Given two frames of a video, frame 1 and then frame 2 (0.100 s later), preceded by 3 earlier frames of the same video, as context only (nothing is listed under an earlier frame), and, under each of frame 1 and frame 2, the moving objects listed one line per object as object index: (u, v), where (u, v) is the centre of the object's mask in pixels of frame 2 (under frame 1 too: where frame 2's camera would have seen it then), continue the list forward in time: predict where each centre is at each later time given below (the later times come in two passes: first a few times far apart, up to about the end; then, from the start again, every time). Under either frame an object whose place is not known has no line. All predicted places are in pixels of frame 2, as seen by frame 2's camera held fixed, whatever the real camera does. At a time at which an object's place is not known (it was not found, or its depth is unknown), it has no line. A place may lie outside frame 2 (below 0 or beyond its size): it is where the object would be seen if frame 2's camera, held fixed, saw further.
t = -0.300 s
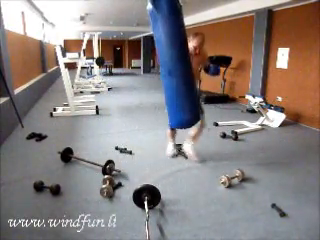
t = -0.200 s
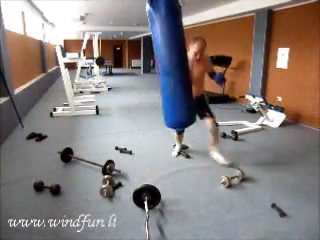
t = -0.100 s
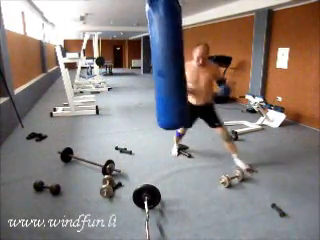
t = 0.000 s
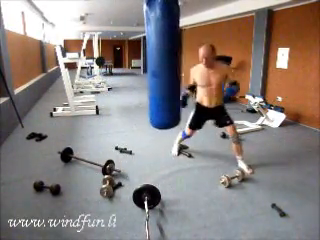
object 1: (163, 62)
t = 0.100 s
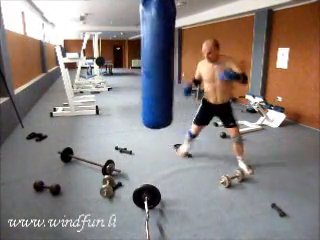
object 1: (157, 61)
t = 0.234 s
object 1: (150, 62)
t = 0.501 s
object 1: (137, 60)
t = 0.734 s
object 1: (133, 59)
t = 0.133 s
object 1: (155, 62)
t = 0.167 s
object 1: (153, 61)
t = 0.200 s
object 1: (151, 62)
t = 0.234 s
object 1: (150, 62)
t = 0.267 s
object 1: (148, 62)
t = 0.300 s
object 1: (146, 61)
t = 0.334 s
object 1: (144, 61)
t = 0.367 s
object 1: (143, 61)
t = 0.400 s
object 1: (141, 61)
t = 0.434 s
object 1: (139, 61)
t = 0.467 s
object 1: (138, 60)
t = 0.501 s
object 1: (137, 60)
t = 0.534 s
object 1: (136, 60)
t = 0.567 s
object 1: (135, 60)
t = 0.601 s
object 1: (134, 59)
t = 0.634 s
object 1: (134, 59)
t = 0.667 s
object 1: (134, 59)
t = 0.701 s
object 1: (133, 59)
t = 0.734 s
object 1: (133, 59)
